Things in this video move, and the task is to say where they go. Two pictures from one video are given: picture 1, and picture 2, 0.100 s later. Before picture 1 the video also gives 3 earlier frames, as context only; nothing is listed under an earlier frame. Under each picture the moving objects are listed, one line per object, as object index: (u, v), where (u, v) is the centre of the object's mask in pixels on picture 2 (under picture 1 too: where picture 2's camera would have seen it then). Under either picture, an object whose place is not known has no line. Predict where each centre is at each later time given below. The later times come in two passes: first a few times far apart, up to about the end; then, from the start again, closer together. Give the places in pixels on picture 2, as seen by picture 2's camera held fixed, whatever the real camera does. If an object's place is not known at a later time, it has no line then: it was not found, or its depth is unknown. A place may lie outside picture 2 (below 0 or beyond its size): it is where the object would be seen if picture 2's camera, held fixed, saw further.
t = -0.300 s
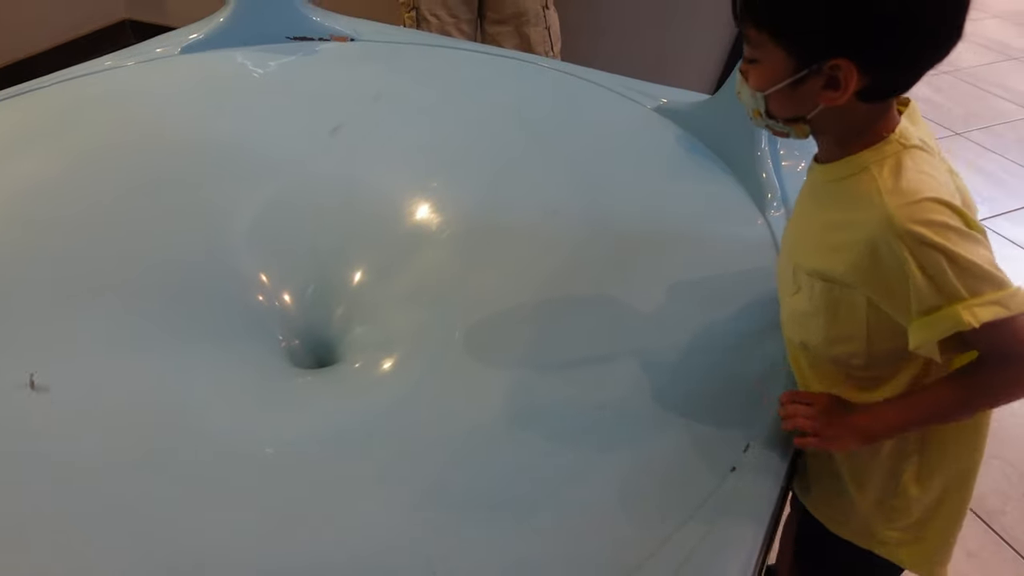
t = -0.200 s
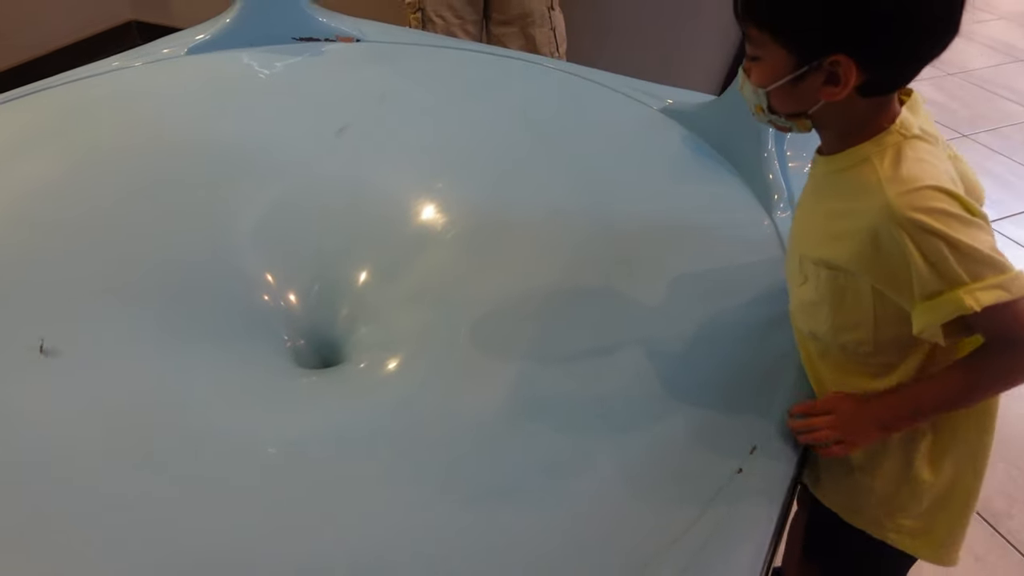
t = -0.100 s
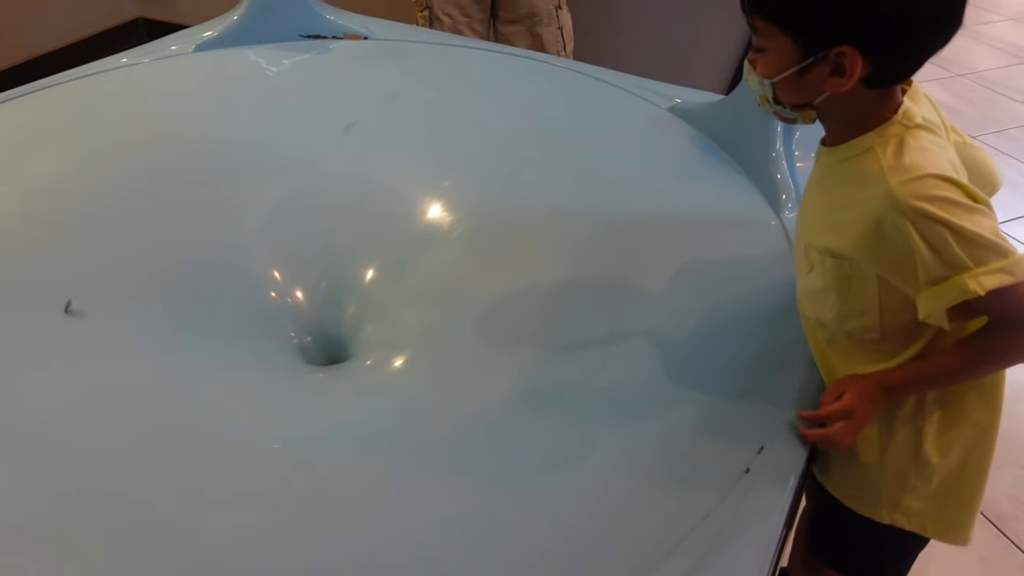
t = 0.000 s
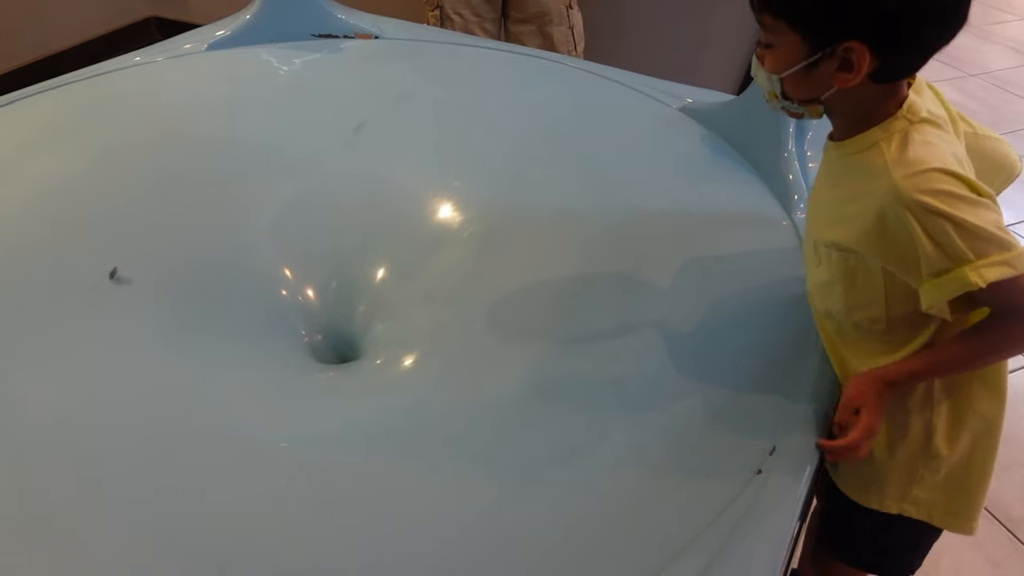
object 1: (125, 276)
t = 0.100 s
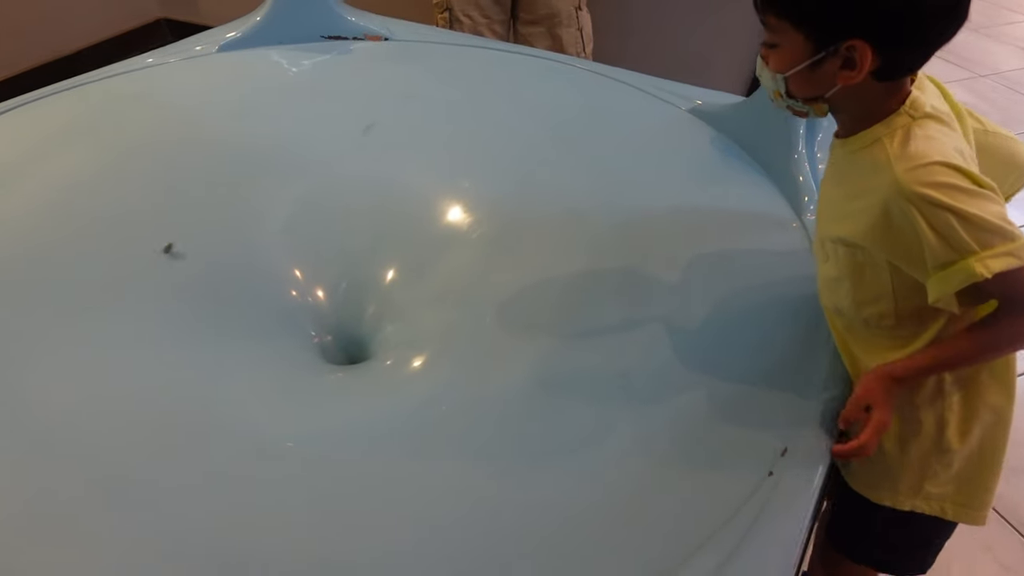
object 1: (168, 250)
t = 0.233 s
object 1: (237, 223)
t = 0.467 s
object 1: (366, 193)
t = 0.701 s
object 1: (475, 186)
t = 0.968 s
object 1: (553, 216)
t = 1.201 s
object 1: (559, 273)
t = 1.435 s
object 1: (478, 347)
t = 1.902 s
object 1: (177, 346)
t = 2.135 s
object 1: (133, 270)
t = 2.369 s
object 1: (178, 218)
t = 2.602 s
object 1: (274, 203)
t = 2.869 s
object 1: (405, 231)
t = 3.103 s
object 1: (483, 282)
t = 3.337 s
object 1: (485, 344)
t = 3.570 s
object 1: (397, 395)
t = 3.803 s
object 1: (275, 389)
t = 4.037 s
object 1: (218, 325)
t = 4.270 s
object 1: (262, 244)
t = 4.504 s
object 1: (350, 199)
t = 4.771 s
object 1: (441, 215)
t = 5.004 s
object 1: (465, 279)
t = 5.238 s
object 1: (392, 359)
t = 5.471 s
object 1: (249, 373)
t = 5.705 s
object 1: (179, 322)
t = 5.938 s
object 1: (233, 272)
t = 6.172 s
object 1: (355, 257)
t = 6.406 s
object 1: (456, 274)
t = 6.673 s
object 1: (455, 332)
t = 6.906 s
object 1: (340, 369)
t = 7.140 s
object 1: (251, 317)
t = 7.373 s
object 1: (285, 241)
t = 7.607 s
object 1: (370, 236)
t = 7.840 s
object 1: (423, 302)
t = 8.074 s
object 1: (353, 370)
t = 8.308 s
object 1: (250, 360)
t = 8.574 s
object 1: (281, 296)
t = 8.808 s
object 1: (396, 269)
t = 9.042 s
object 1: (446, 304)
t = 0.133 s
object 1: (186, 242)
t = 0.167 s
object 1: (203, 236)
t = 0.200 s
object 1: (218, 228)
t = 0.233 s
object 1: (237, 223)
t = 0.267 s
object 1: (256, 218)
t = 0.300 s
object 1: (274, 212)
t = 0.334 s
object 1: (293, 208)
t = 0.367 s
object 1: (312, 203)
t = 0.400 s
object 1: (330, 199)
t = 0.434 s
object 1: (348, 196)
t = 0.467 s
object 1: (366, 193)
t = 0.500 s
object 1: (384, 190)
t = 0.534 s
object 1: (400, 188)
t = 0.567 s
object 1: (417, 186)
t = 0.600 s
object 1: (432, 185)
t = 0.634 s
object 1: (447, 185)
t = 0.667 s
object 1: (461, 185)
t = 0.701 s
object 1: (475, 186)
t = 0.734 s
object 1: (488, 188)
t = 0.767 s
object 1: (500, 190)
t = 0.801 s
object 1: (512, 193)
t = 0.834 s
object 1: (522, 196)
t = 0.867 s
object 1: (531, 200)
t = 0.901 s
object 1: (540, 204)
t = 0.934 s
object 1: (547, 210)
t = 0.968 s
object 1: (553, 216)
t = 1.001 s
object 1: (558, 224)
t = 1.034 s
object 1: (561, 231)
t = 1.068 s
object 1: (564, 238)
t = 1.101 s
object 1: (565, 246)
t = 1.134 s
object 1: (564, 254)
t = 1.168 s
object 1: (562, 263)
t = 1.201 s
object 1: (559, 273)
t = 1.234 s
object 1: (553, 283)
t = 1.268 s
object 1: (545, 292)
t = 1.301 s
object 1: (535, 303)
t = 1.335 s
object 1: (524, 314)
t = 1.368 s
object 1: (510, 325)
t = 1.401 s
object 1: (495, 336)
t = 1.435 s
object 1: (478, 347)
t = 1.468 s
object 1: (460, 357)
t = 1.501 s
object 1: (439, 366)
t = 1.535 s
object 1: (417, 373)
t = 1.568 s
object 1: (393, 381)
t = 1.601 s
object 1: (369, 386)
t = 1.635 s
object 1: (344, 389)
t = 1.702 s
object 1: (294, 389)
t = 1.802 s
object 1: (226, 373)
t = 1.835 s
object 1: (207, 365)
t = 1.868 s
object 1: (191, 356)
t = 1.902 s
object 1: (177, 346)
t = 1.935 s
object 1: (163, 336)
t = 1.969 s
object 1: (153, 325)
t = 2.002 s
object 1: (144, 313)
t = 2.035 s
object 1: (139, 303)
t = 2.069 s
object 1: (136, 293)
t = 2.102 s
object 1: (134, 279)
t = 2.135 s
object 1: (133, 270)
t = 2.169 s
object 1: (134, 262)
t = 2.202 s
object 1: (138, 253)
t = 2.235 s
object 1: (144, 243)
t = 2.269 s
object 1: (150, 236)
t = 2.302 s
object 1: (159, 230)
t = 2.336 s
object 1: (168, 222)
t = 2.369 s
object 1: (178, 218)
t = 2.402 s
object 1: (189, 213)
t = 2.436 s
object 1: (202, 209)
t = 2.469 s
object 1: (214, 206)
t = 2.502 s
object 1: (229, 204)
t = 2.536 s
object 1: (244, 203)
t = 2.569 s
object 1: (259, 202)
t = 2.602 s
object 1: (274, 203)
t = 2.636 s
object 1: (290, 204)
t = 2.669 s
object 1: (306, 206)
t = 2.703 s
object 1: (323, 208)
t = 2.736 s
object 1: (340, 211)
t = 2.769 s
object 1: (357, 215)
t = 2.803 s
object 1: (374, 221)
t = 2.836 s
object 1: (390, 226)
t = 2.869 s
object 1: (405, 231)
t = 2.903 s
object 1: (420, 237)
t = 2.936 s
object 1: (434, 243)
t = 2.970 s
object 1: (446, 250)
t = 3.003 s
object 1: (458, 257)
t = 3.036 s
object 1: (468, 265)
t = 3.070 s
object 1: (477, 274)
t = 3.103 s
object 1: (483, 282)
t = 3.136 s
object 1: (489, 292)
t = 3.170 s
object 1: (493, 300)
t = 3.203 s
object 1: (495, 307)
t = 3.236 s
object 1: (495, 316)
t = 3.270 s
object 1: (494, 325)
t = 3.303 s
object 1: (491, 334)
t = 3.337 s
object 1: (485, 344)
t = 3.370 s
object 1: (478, 354)
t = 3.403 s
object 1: (469, 362)
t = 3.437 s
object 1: (457, 371)
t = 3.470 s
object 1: (445, 378)
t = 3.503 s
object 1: (430, 385)
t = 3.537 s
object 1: (414, 391)
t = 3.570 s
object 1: (397, 395)
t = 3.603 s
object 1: (379, 398)
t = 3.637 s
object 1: (361, 400)
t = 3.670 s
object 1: (343, 401)
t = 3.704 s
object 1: (325, 400)
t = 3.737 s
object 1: (308, 398)
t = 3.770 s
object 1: (291, 394)
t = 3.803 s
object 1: (275, 389)
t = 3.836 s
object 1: (261, 383)
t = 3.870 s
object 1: (249, 376)
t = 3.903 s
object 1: (238, 368)
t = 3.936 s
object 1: (229, 358)
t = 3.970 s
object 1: (223, 348)
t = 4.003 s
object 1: (220, 336)
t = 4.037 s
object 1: (218, 325)
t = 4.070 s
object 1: (220, 315)
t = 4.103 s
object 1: (222, 302)
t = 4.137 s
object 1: (227, 289)
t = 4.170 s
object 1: (234, 276)
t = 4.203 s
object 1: (242, 263)
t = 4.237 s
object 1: (252, 254)
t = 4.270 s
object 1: (262, 244)
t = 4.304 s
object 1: (273, 234)
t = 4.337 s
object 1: (285, 225)
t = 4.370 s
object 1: (299, 218)
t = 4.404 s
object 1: (312, 213)
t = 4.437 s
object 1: (324, 207)
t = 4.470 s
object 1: (337, 203)
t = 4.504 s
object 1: (350, 199)
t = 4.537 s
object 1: (363, 198)
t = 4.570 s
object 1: (376, 196)
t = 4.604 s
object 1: (387, 197)
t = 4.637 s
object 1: (398, 198)
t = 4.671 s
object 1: (410, 200)
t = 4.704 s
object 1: (421, 203)
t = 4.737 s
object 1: (431, 209)
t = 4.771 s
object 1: (441, 215)
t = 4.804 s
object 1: (449, 221)
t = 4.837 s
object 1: (456, 230)
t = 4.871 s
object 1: (458, 236)
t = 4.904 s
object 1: (463, 245)
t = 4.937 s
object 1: (465, 256)
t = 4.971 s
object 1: (466, 267)
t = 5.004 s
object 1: (465, 279)
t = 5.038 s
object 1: (462, 291)
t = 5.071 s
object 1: (457, 303)
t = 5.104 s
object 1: (449, 316)
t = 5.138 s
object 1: (439, 328)
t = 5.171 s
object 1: (426, 340)
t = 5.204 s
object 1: (411, 352)
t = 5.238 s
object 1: (392, 359)
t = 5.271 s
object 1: (373, 367)
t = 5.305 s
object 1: (353, 373)
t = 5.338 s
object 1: (331, 377)
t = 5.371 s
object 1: (309, 379)
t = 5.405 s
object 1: (288, 379)
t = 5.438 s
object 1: (268, 377)
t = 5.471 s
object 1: (249, 373)
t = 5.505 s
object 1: (232, 368)
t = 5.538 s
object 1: (216, 362)
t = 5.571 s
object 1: (204, 355)
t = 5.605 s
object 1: (193, 347)
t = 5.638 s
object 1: (185, 339)
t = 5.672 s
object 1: (181, 331)
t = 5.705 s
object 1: (179, 322)
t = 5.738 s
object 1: (179, 314)
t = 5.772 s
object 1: (182, 305)
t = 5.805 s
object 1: (188, 298)
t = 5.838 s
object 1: (197, 290)
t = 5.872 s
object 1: (207, 283)
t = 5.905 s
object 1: (219, 277)
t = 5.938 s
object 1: (233, 272)
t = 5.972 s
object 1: (247, 268)
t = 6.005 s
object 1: (263, 264)
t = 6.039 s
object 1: (280, 261)
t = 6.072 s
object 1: (298, 259)
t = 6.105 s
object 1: (317, 258)
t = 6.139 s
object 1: (336, 257)
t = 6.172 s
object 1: (355, 257)
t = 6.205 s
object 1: (373, 258)
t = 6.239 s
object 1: (390, 259)
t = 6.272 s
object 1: (406, 261)
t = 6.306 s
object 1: (420, 263)
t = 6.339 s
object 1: (433, 265)
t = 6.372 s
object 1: (445, 269)
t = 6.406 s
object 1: (456, 274)
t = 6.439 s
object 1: (464, 278)
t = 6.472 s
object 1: (470, 285)
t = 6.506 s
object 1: (474, 292)
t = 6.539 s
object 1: (475, 299)
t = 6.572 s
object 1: (474, 306)
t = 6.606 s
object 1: (470, 316)
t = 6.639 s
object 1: (464, 324)
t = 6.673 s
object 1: (455, 332)
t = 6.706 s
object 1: (443, 341)
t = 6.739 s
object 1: (430, 348)
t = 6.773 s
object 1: (414, 355)
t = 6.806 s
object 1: (397, 361)
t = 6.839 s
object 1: (378, 366)
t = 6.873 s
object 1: (360, 368)
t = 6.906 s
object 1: (340, 369)
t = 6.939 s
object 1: (322, 368)
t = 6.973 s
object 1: (304, 365)
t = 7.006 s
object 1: (288, 359)
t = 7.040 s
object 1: (274, 350)
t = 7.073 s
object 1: (264, 340)
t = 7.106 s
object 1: (256, 328)
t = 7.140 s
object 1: (251, 317)
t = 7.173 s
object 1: (250, 302)
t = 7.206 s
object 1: (251, 290)
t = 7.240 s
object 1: (255, 278)
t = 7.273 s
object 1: (260, 267)
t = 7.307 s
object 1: (266, 259)
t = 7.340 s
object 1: (275, 248)
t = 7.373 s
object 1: (285, 241)
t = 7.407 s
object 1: (296, 236)
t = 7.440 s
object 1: (307, 231)
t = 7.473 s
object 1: (320, 229)
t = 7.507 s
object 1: (333, 228)
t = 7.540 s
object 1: (346, 229)
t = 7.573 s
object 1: (358, 231)
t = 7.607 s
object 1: (370, 236)
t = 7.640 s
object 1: (381, 242)
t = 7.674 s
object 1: (391, 250)
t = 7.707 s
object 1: (401, 259)
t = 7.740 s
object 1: (411, 269)
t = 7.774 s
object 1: (416, 281)
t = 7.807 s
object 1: (422, 291)
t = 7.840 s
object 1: (423, 302)
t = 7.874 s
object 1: (421, 315)
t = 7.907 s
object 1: (417, 327)
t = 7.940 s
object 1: (409, 338)
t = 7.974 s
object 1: (398, 347)
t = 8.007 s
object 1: (385, 356)
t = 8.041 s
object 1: (370, 364)
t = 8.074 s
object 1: (353, 370)
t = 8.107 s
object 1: (337, 373)
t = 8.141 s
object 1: (319, 375)
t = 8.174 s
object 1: (302, 376)
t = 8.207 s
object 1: (285, 374)
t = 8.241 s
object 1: (271, 371)
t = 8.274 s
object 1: (258, 366)
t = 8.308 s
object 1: (250, 360)
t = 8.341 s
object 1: (243, 352)
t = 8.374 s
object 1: (240, 345)
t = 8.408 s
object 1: (240, 337)
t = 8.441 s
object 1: (243, 328)
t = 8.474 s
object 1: (248, 322)
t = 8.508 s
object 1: (257, 311)
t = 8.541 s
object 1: (267, 305)
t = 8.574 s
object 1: (281, 296)
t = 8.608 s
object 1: (296, 290)
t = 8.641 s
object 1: (312, 284)
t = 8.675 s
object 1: (329, 279)
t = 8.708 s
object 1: (347, 274)
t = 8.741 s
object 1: (364, 271)
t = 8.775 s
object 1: (382, 270)
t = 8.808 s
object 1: (396, 269)
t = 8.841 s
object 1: (409, 269)
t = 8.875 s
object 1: (421, 271)
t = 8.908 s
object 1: (432, 274)
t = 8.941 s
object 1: (438, 279)
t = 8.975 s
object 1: (444, 285)
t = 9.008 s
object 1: (447, 293)
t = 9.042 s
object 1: (446, 304)
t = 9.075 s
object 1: (440, 311)
